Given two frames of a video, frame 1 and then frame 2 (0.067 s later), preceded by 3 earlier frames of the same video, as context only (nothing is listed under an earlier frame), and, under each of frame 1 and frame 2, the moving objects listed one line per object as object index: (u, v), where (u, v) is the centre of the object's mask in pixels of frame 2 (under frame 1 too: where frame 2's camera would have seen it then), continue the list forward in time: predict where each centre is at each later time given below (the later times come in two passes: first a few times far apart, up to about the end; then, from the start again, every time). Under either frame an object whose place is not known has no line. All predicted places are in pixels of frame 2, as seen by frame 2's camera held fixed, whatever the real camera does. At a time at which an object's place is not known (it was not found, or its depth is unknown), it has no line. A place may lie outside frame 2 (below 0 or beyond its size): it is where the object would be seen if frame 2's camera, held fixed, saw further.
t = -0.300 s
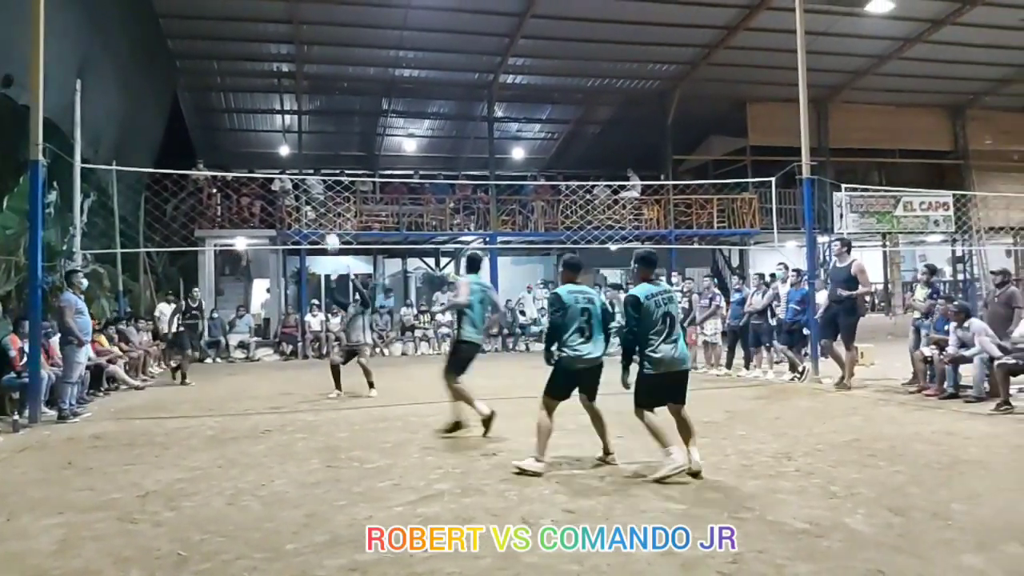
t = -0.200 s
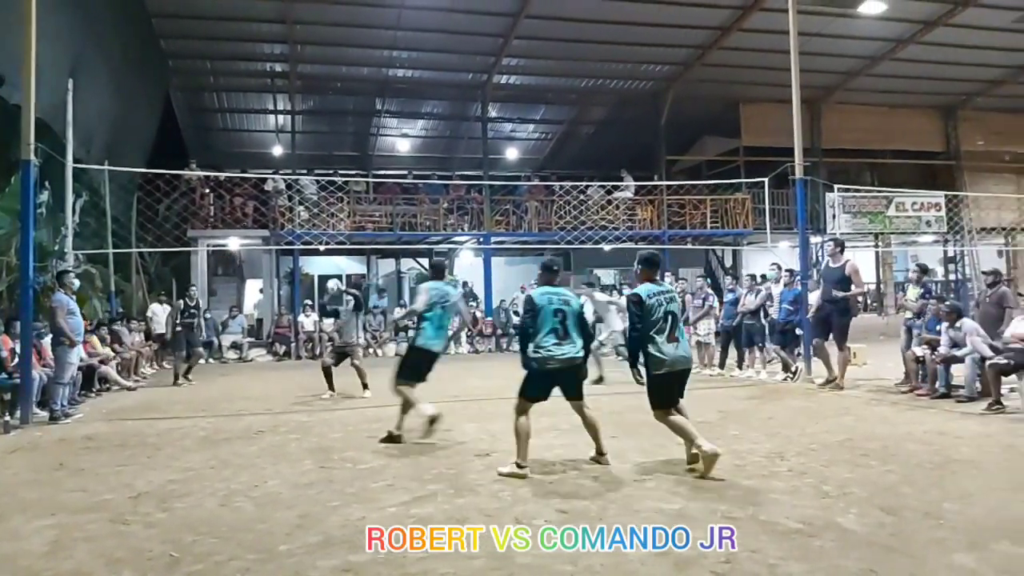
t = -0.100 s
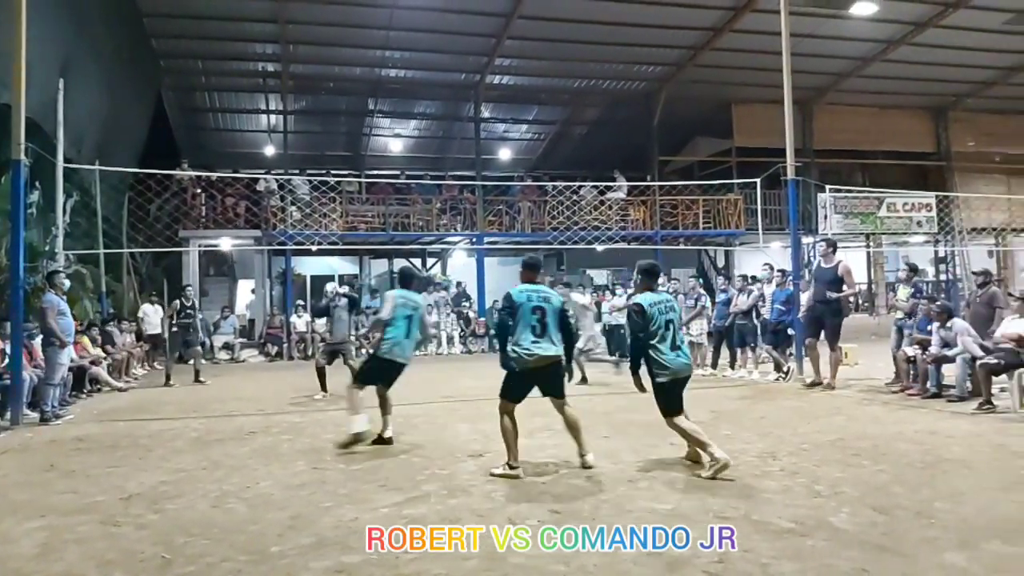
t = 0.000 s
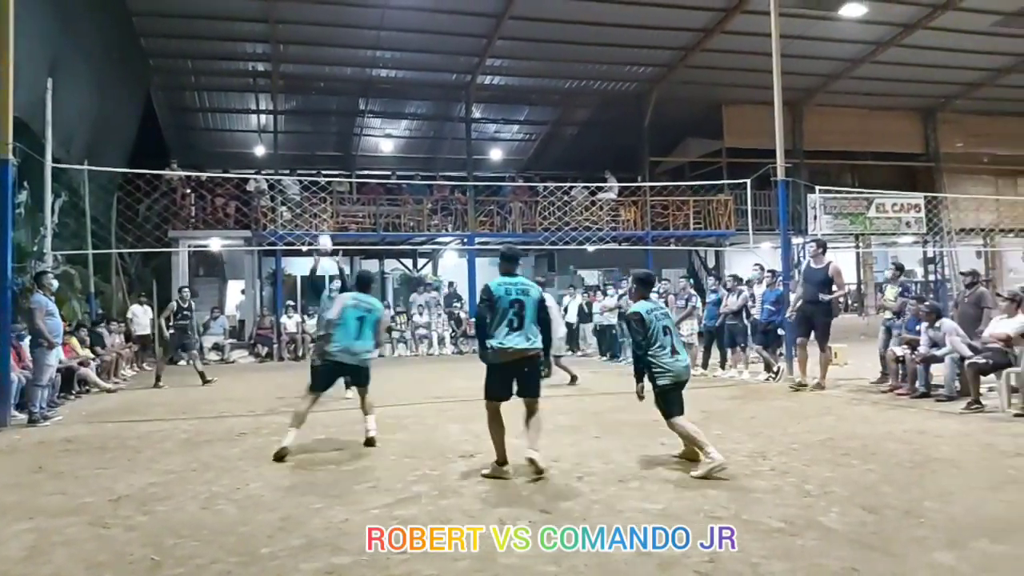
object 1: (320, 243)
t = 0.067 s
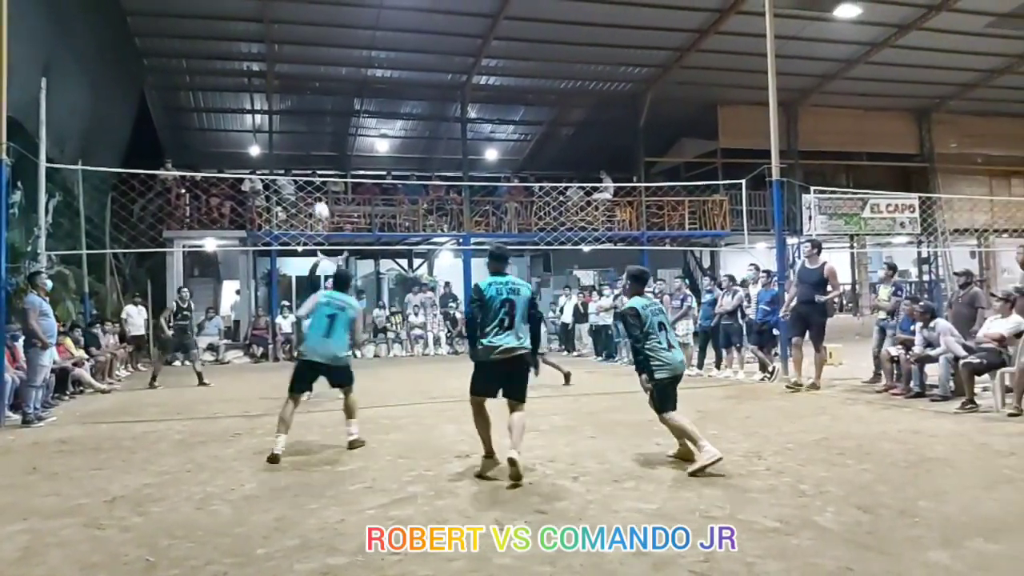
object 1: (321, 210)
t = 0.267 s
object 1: (325, 131)
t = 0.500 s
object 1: (329, 74)
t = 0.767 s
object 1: (337, 48)
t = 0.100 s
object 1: (322, 196)
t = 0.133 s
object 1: (322, 181)
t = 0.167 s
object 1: (323, 167)
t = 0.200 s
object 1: (324, 155)
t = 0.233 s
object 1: (324, 142)
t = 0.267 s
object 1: (325, 131)
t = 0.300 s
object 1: (326, 120)
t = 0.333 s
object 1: (326, 115)
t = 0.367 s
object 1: (327, 100)
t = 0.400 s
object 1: (328, 92)
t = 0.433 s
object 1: (328, 84)
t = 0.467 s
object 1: (329, 77)
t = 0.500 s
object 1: (329, 74)
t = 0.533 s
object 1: (331, 65)
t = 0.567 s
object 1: (332, 60)
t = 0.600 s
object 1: (333, 56)
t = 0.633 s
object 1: (333, 53)
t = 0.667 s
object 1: (334, 51)
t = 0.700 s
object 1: (335, 49)
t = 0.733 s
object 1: (336, 48)
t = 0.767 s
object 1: (337, 48)
